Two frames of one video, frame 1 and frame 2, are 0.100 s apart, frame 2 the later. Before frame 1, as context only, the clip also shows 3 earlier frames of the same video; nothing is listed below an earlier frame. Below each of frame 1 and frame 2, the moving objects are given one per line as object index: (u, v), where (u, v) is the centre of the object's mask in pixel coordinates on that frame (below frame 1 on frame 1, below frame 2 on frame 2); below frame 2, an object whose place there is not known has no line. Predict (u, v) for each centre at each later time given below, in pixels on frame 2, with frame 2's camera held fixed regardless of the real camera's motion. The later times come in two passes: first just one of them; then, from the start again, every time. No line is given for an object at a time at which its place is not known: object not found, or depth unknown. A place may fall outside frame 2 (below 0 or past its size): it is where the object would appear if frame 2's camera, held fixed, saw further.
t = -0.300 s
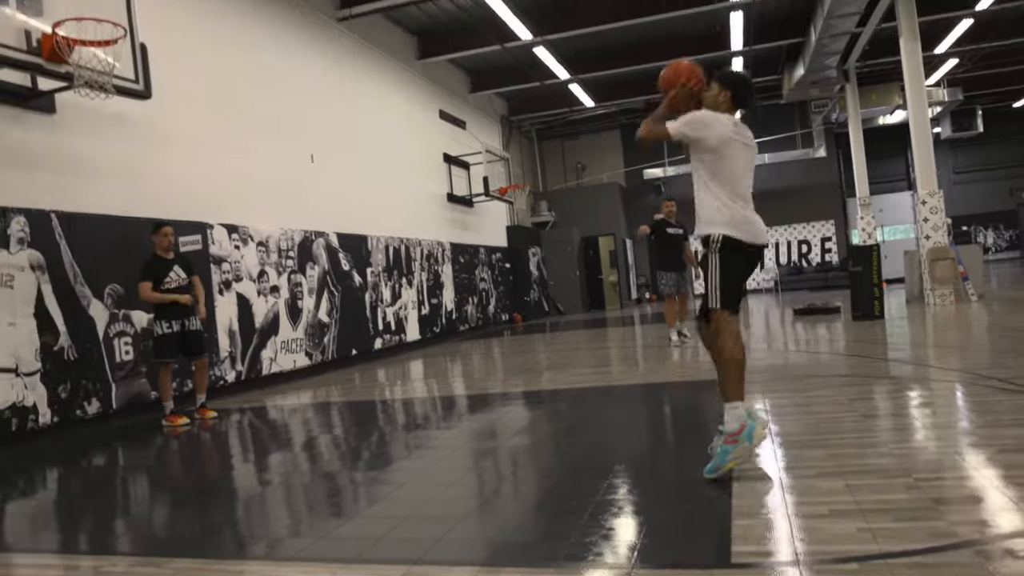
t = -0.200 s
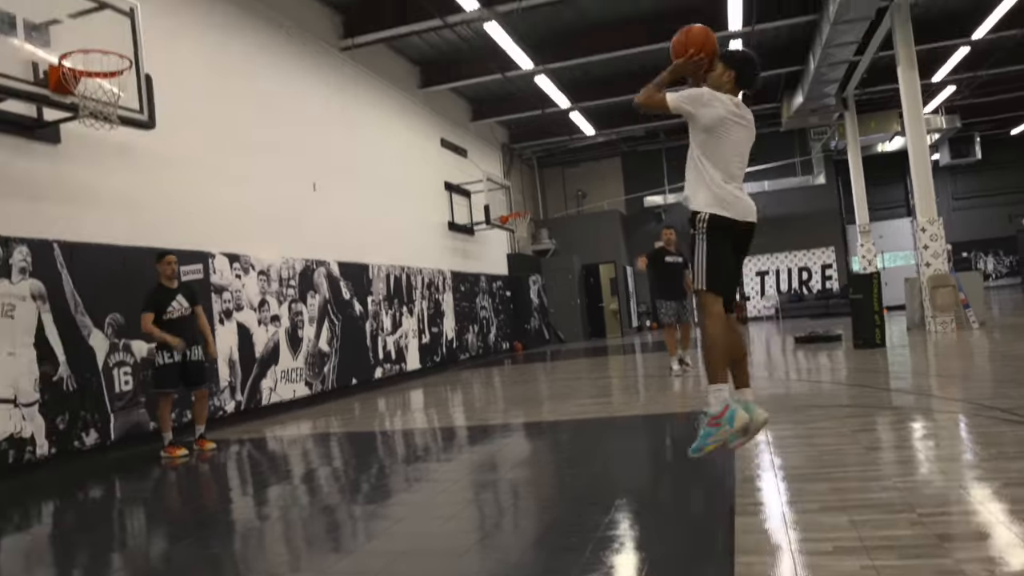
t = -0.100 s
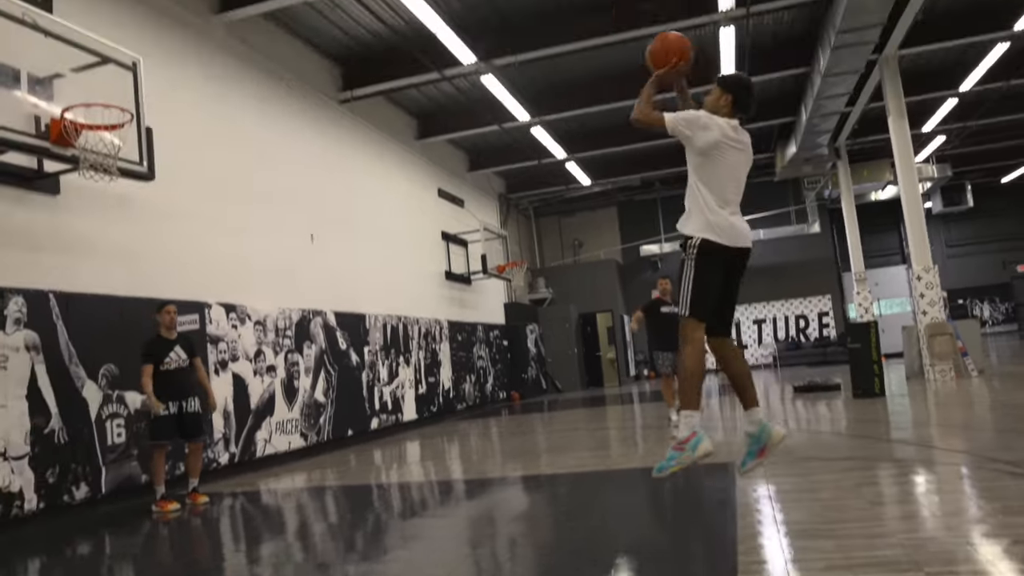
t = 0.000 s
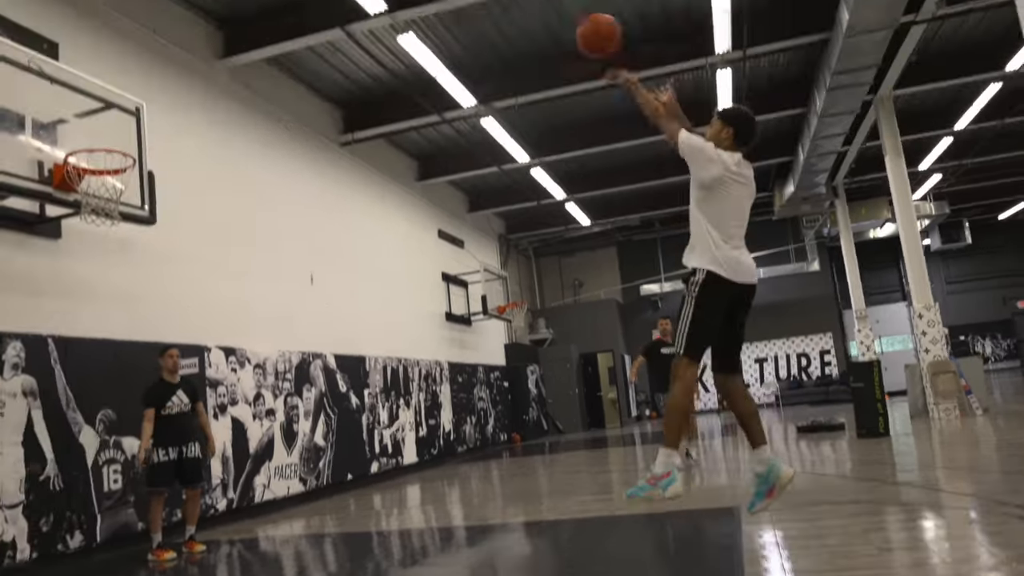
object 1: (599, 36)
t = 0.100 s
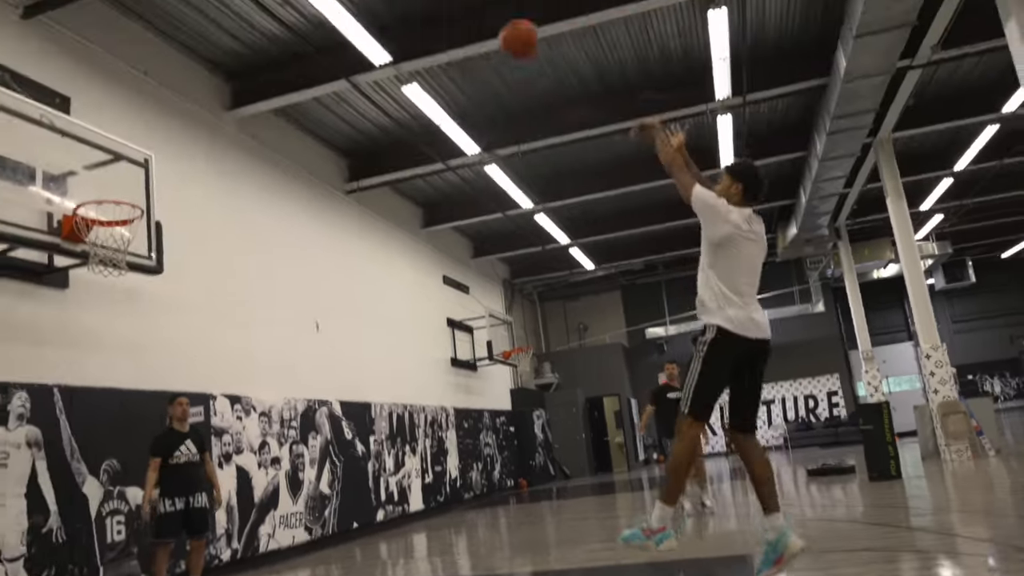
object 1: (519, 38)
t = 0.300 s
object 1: (384, 5)
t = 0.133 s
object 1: (495, 29)
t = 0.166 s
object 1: (472, 22)
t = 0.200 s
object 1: (449, 15)
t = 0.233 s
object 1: (426, 10)
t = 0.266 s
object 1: (405, 7)
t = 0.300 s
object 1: (384, 5)
